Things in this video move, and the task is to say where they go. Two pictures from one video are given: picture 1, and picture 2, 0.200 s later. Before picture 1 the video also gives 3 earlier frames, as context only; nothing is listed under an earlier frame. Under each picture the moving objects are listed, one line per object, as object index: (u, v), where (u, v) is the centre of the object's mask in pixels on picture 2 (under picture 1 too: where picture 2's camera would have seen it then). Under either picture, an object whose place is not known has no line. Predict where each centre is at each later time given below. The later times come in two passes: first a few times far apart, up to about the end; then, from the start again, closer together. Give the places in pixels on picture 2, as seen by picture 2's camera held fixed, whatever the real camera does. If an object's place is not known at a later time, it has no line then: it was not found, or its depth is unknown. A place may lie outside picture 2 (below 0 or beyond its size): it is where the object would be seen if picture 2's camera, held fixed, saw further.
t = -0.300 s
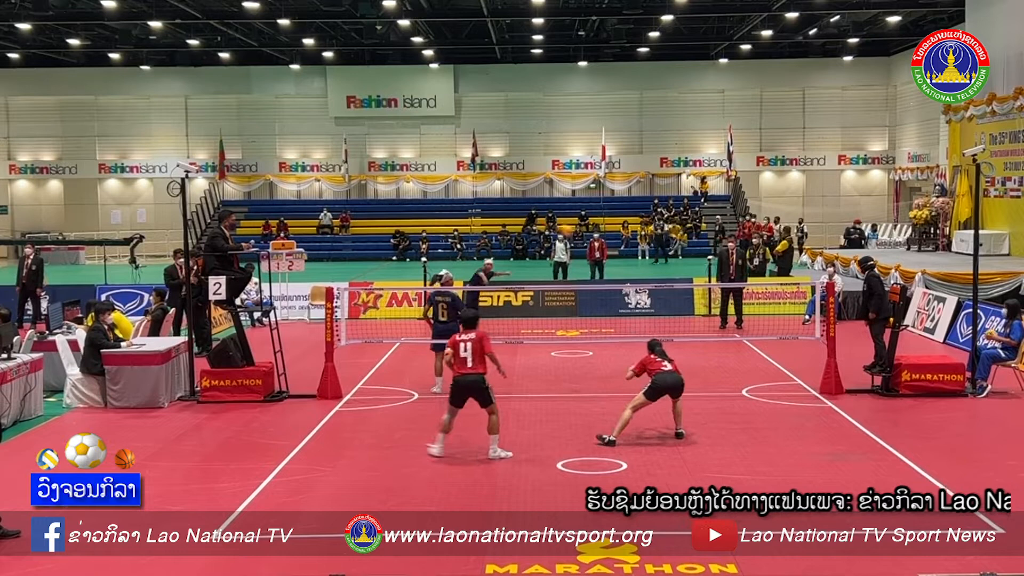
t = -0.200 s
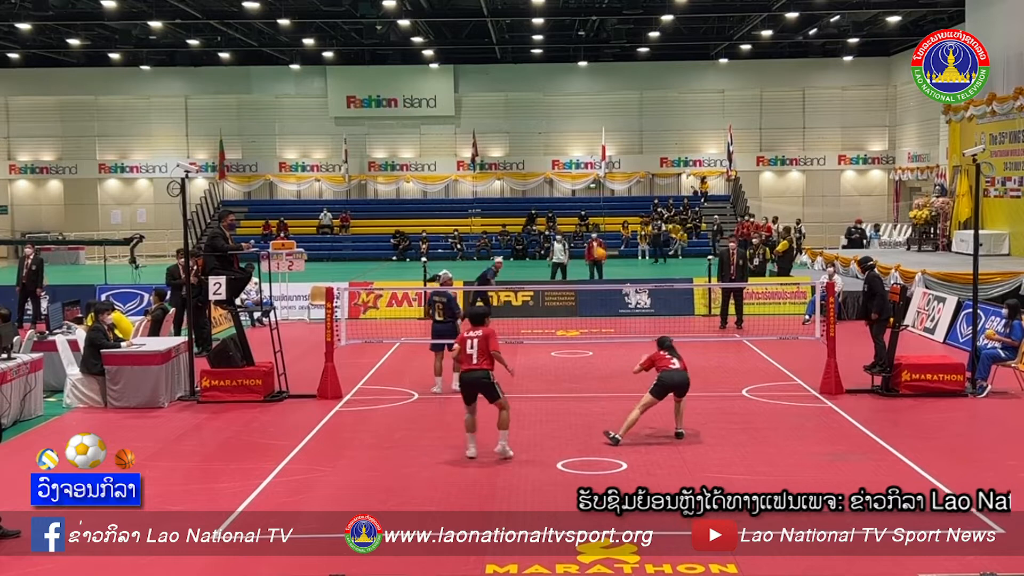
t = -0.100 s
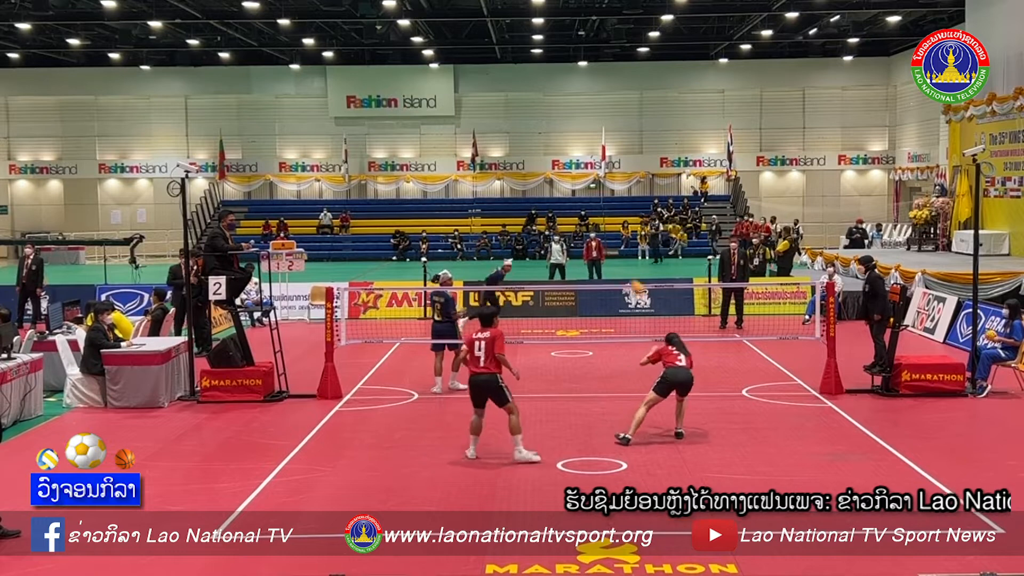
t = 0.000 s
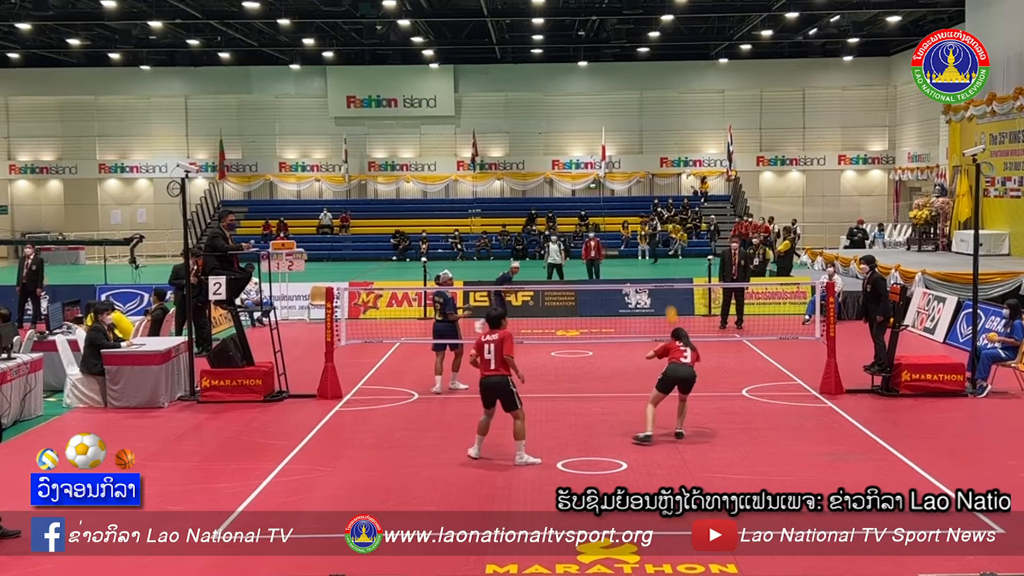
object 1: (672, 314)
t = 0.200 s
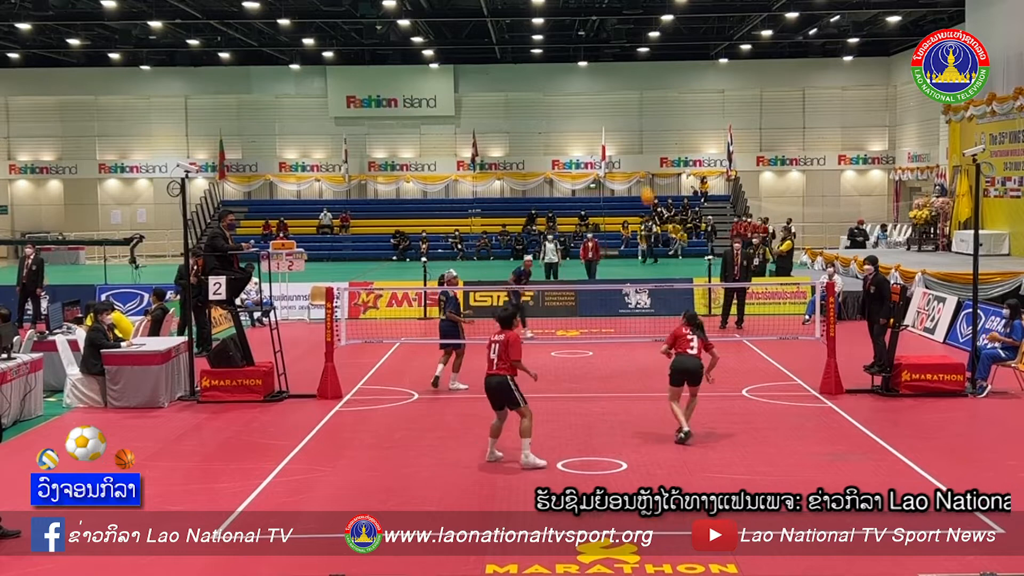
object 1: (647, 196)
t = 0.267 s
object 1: (639, 162)
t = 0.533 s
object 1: (607, 68)
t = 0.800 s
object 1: (573, 43)
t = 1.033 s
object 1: (542, 85)
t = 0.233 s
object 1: (644, 178)
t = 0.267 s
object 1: (639, 162)
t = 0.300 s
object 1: (636, 147)
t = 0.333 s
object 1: (632, 132)
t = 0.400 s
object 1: (624, 107)
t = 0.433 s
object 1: (620, 95)
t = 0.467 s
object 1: (615, 85)
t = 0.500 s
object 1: (611, 76)
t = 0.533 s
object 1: (607, 68)
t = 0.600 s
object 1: (599, 55)
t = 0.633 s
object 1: (595, 51)
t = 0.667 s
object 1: (590, 47)
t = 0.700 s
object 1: (586, 44)
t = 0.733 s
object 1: (582, 43)
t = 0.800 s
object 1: (573, 43)
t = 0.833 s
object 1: (569, 45)
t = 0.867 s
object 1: (565, 49)
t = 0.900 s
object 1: (560, 54)
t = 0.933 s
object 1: (556, 59)
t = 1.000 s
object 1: (547, 75)
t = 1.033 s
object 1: (542, 85)
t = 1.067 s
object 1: (538, 96)
